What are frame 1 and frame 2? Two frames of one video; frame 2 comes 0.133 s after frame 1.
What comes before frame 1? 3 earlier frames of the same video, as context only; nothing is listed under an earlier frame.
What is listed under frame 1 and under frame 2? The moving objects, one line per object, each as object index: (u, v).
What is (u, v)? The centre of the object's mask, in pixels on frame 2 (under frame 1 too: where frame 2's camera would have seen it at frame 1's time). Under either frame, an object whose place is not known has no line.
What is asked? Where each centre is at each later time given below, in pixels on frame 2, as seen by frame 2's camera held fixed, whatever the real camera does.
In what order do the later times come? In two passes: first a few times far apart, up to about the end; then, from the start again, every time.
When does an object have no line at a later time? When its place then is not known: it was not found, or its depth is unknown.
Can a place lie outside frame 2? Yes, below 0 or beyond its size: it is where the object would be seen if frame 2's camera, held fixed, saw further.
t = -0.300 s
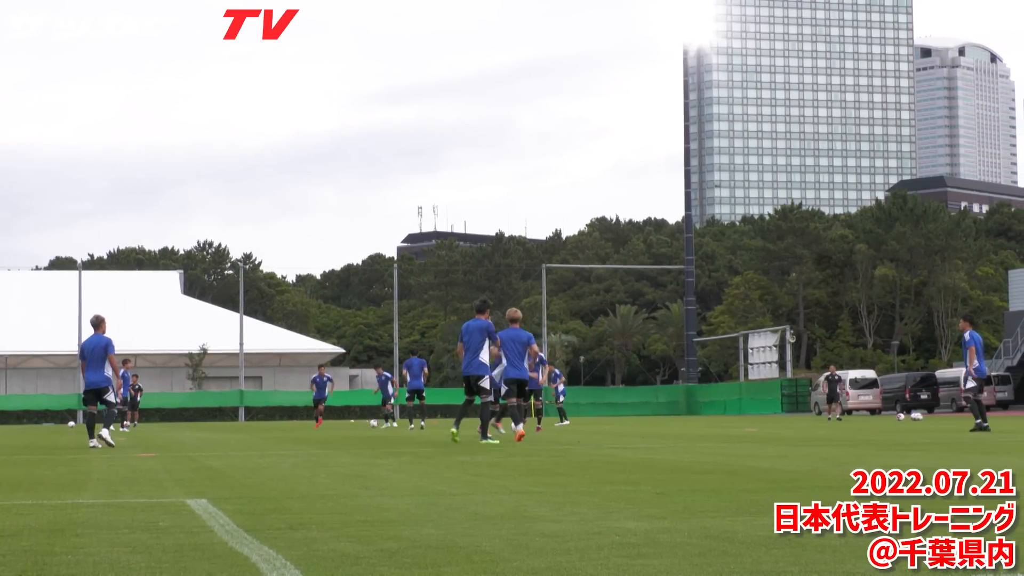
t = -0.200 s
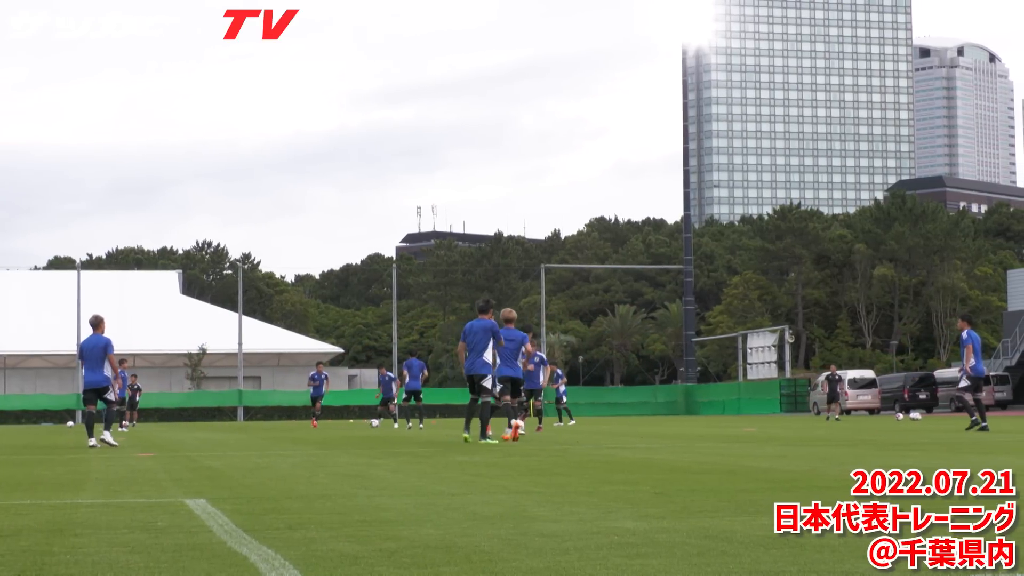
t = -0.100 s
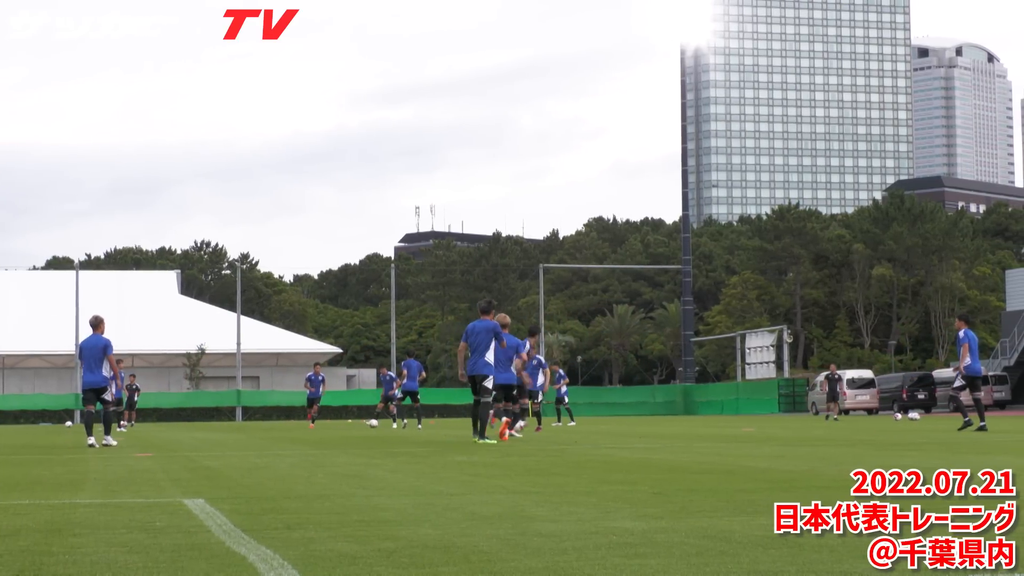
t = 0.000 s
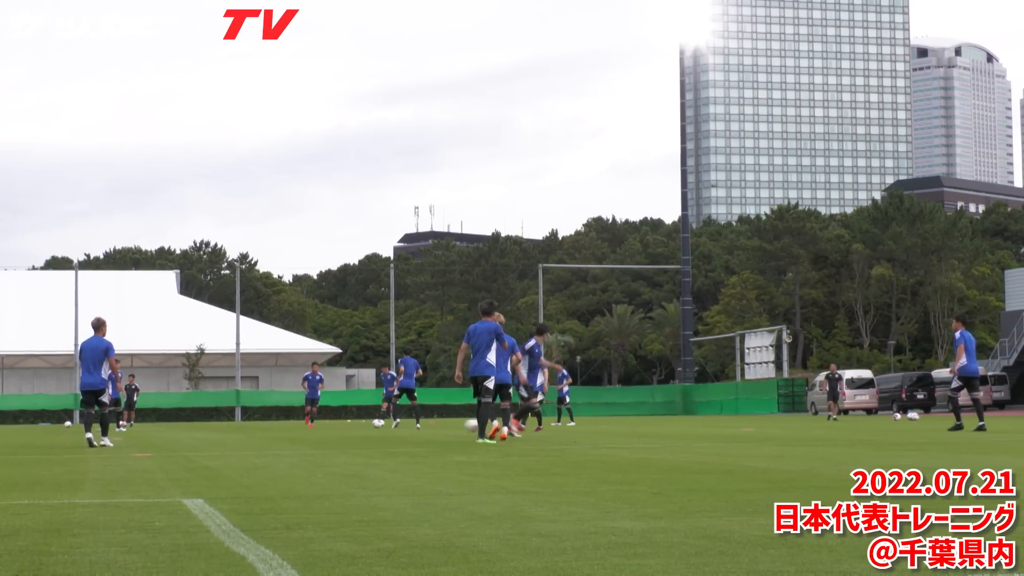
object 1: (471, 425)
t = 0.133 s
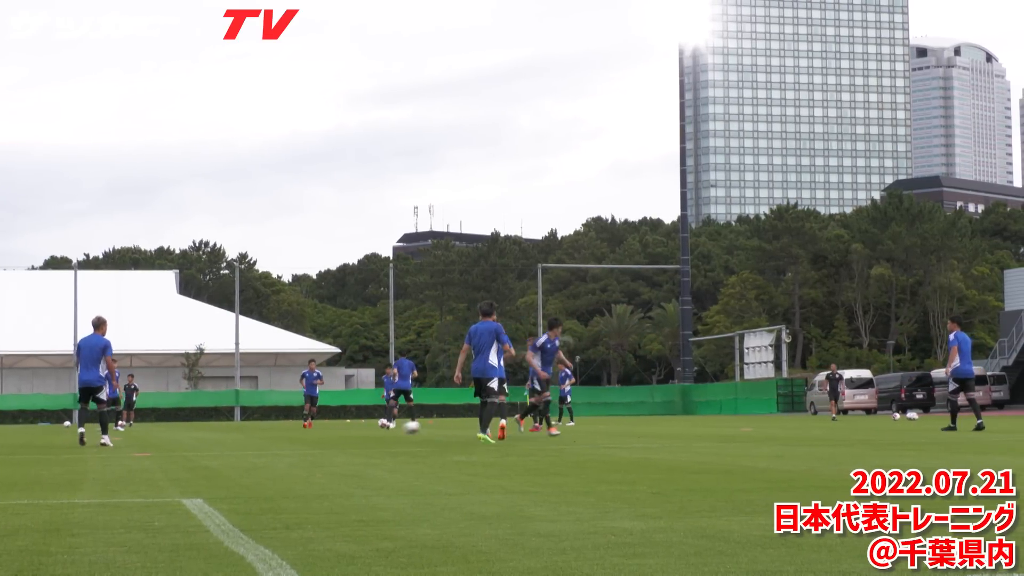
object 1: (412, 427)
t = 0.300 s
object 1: (335, 429)
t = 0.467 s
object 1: (258, 431)
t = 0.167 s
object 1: (397, 427)
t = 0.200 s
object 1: (382, 428)
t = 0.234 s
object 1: (367, 428)
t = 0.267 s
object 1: (351, 429)
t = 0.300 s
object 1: (335, 429)
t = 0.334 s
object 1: (321, 429)
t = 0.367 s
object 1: (305, 430)
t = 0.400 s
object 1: (289, 431)
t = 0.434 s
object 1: (273, 431)
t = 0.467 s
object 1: (258, 431)
